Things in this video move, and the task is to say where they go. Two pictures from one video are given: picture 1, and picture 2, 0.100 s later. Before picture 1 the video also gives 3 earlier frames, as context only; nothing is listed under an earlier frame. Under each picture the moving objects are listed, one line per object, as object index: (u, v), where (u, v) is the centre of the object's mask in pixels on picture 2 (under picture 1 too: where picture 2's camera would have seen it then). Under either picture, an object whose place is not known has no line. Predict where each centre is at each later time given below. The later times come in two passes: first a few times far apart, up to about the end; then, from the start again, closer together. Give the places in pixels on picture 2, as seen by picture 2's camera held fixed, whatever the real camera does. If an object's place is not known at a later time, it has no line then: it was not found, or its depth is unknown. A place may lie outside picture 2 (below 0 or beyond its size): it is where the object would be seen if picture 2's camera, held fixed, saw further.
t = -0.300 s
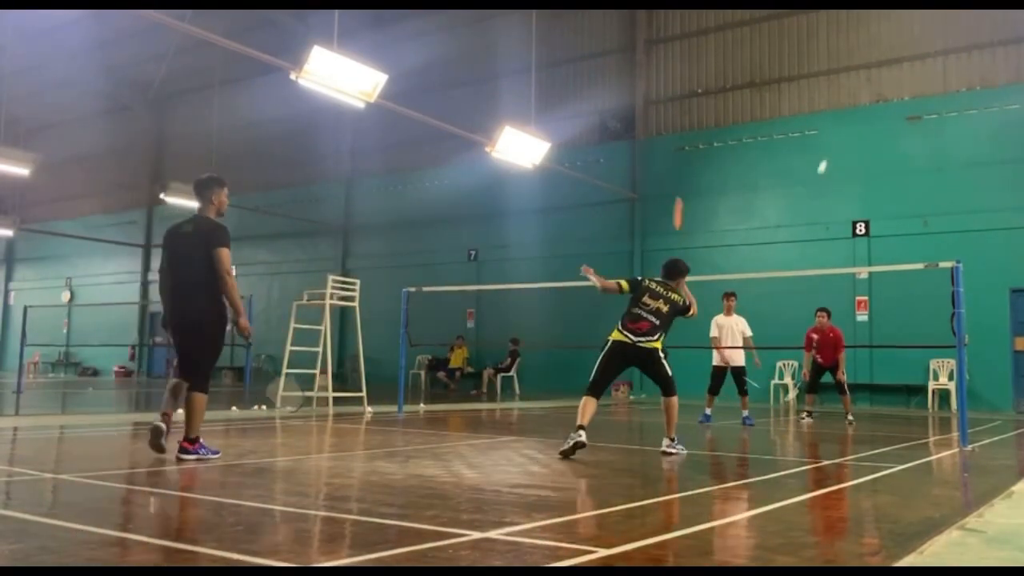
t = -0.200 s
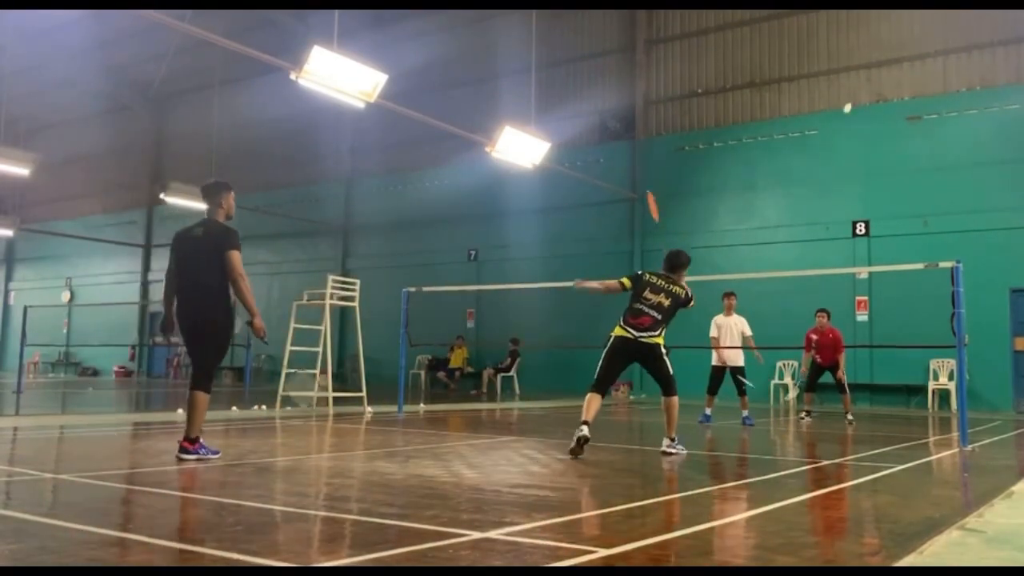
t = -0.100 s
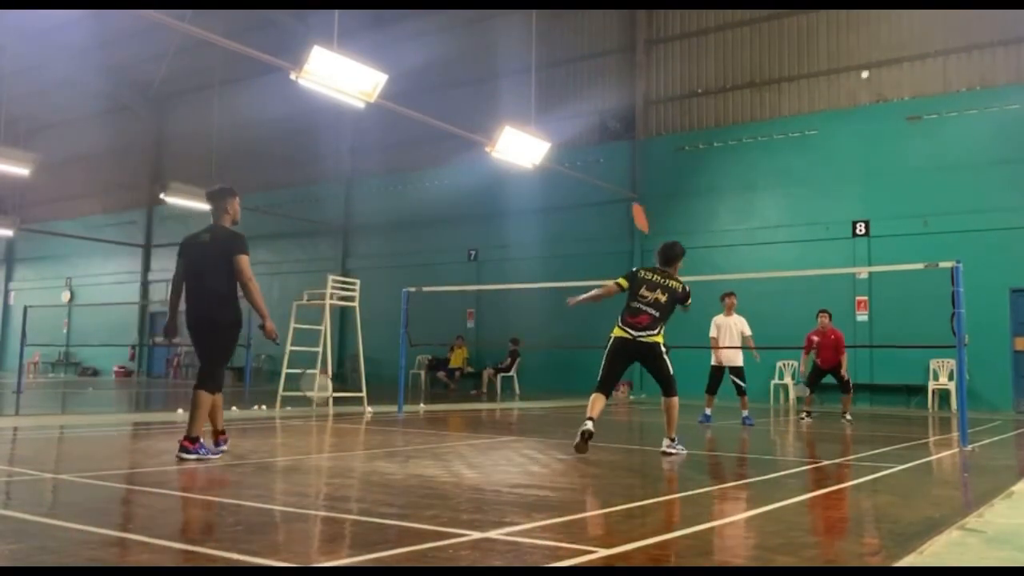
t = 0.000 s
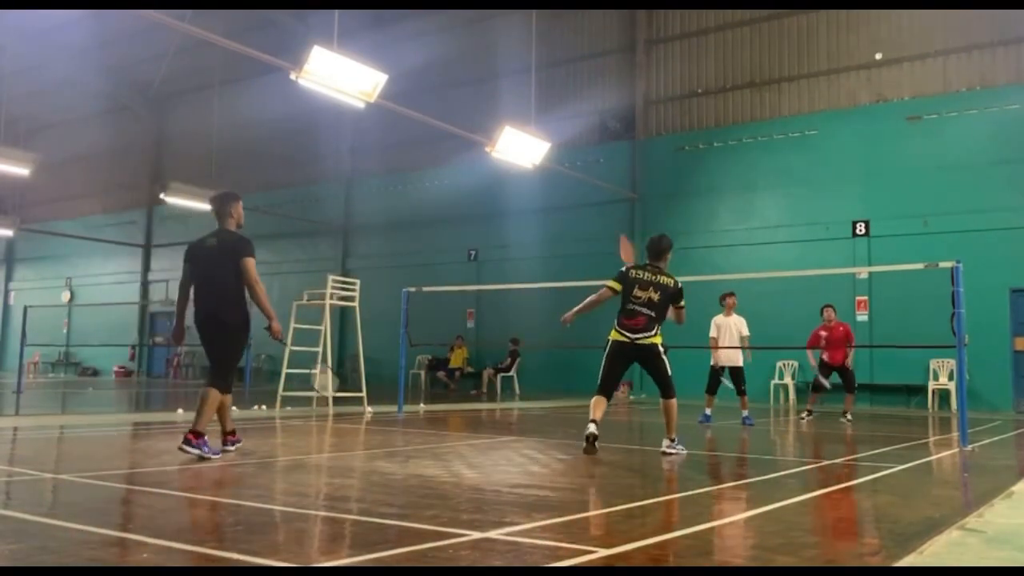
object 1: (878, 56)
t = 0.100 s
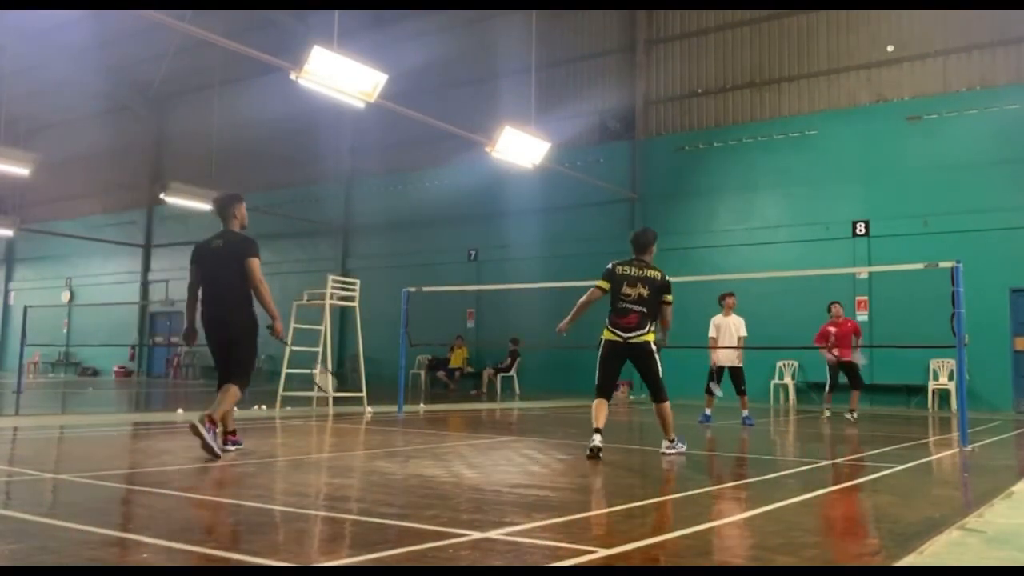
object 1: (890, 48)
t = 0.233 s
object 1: (903, 51)
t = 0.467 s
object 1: (923, 83)
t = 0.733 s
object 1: (942, 152)
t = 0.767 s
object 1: (944, 162)
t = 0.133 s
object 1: (893, 48)
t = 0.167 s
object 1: (896, 48)
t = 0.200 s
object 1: (899, 49)
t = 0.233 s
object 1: (903, 51)
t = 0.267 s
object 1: (906, 53)
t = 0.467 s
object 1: (923, 83)
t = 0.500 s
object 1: (926, 90)
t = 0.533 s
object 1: (928, 97)
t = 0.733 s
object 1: (942, 152)
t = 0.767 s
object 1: (944, 162)
